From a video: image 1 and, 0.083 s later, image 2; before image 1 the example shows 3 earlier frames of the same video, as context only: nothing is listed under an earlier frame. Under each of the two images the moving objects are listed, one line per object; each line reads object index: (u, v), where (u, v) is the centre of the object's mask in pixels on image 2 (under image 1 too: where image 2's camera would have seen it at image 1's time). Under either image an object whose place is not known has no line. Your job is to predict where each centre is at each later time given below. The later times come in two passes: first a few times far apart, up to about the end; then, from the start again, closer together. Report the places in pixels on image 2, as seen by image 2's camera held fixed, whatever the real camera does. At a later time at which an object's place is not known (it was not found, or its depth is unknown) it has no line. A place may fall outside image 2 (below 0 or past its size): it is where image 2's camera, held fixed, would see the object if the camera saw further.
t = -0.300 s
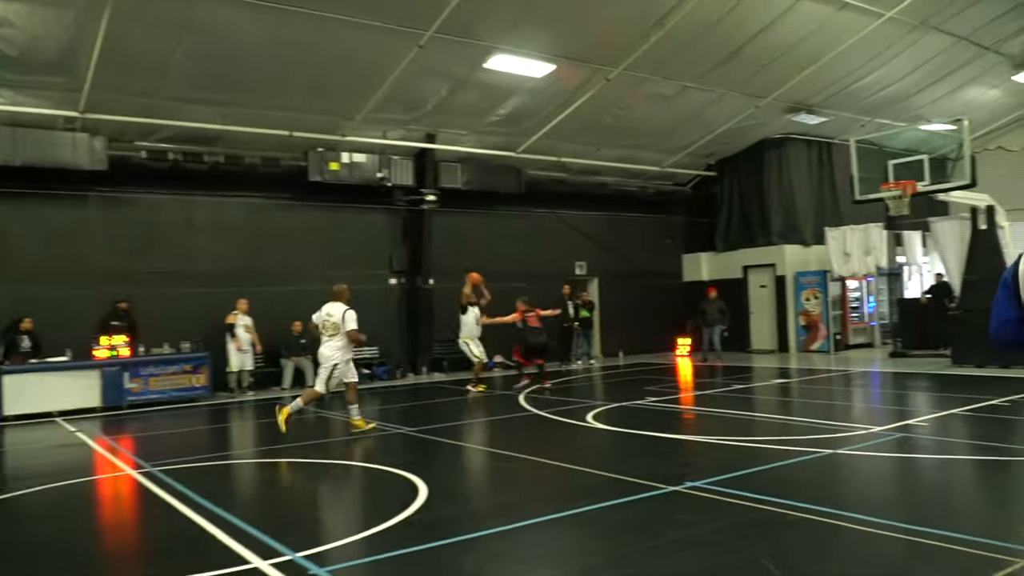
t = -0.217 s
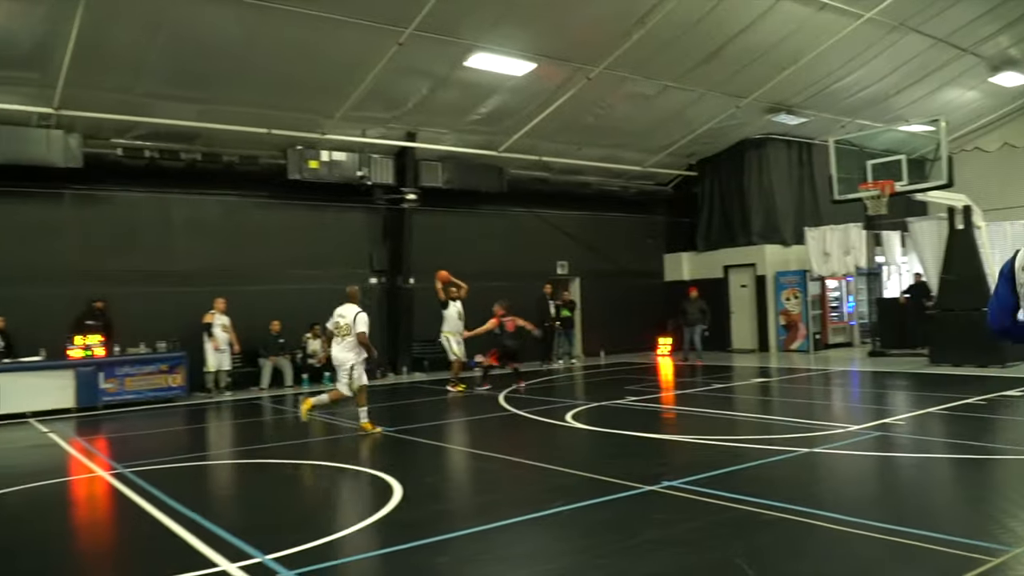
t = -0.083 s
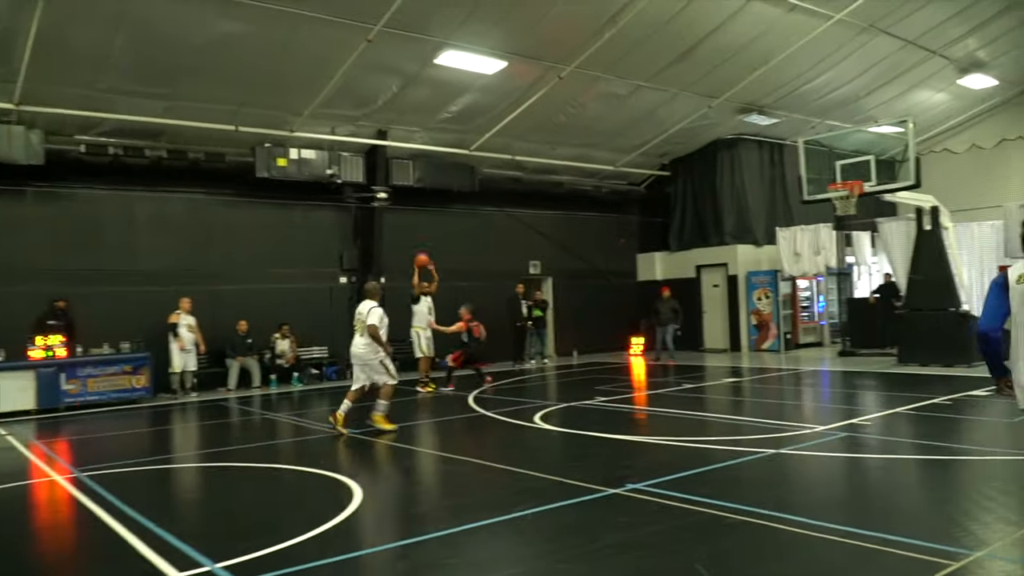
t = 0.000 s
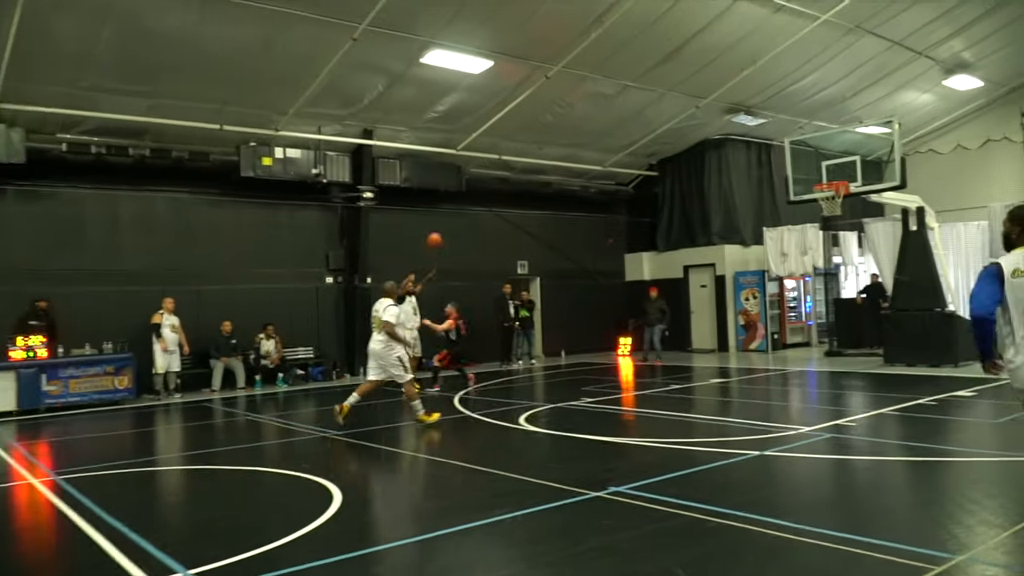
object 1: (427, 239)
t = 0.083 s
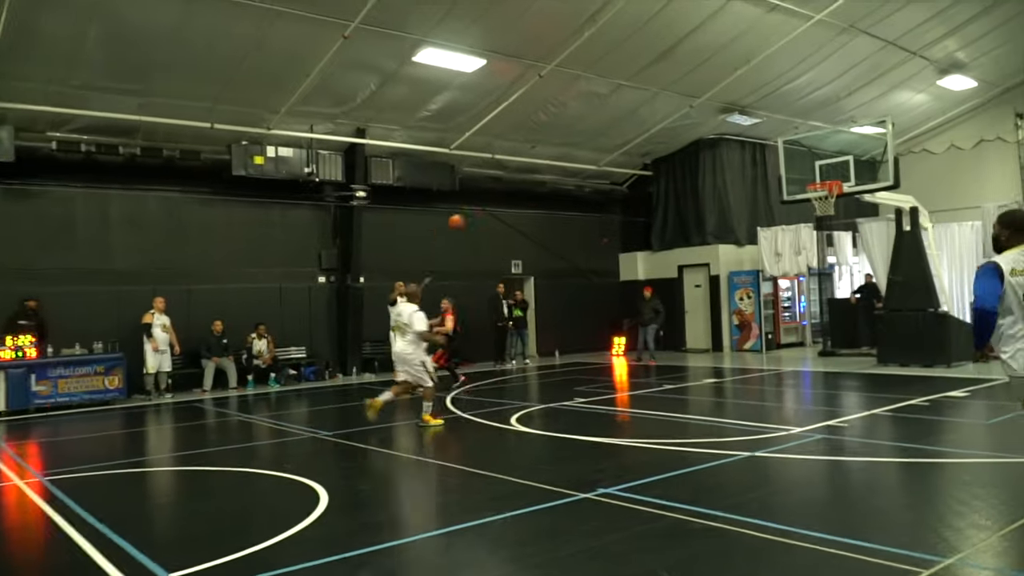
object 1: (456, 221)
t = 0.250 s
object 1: (520, 198)
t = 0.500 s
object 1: (634, 196)
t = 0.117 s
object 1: (468, 214)
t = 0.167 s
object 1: (487, 208)
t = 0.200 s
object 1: (500, 203)
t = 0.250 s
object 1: (520, 198)
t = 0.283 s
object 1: (534, 195)
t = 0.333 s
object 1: (555, 192)
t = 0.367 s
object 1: (570, 191)
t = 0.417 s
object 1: (593, 191)
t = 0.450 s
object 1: (609, 192)
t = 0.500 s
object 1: (634, 196)
